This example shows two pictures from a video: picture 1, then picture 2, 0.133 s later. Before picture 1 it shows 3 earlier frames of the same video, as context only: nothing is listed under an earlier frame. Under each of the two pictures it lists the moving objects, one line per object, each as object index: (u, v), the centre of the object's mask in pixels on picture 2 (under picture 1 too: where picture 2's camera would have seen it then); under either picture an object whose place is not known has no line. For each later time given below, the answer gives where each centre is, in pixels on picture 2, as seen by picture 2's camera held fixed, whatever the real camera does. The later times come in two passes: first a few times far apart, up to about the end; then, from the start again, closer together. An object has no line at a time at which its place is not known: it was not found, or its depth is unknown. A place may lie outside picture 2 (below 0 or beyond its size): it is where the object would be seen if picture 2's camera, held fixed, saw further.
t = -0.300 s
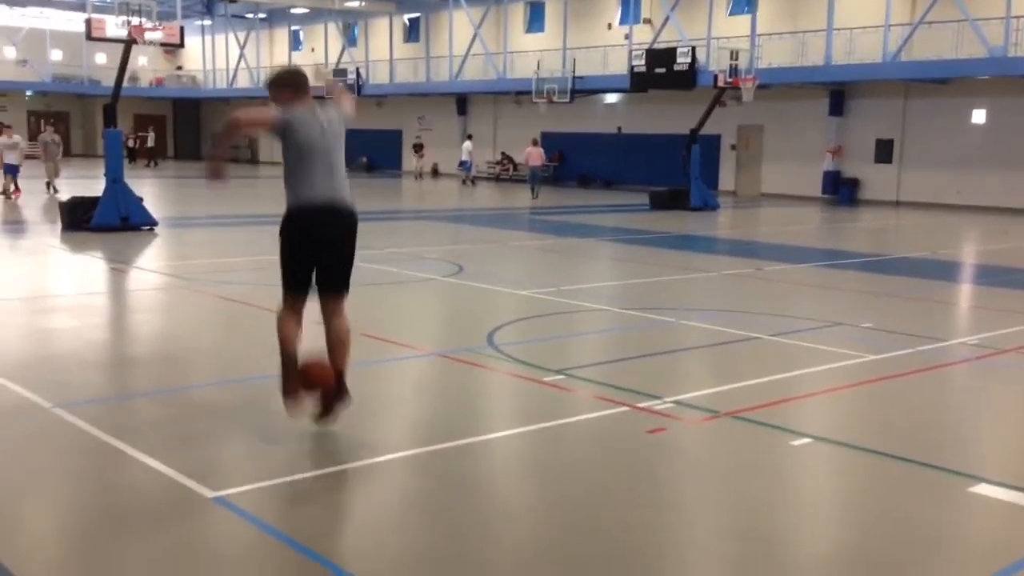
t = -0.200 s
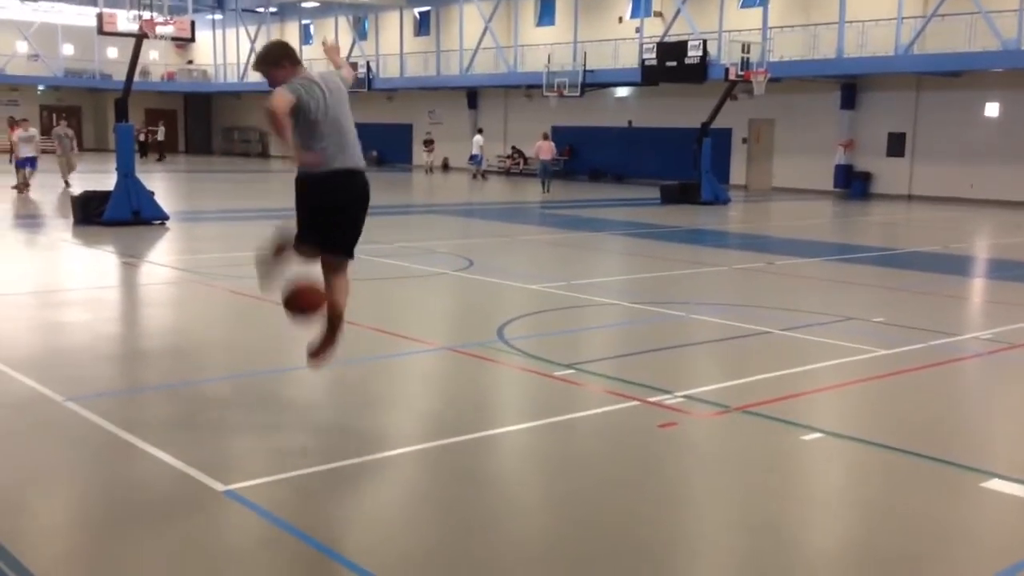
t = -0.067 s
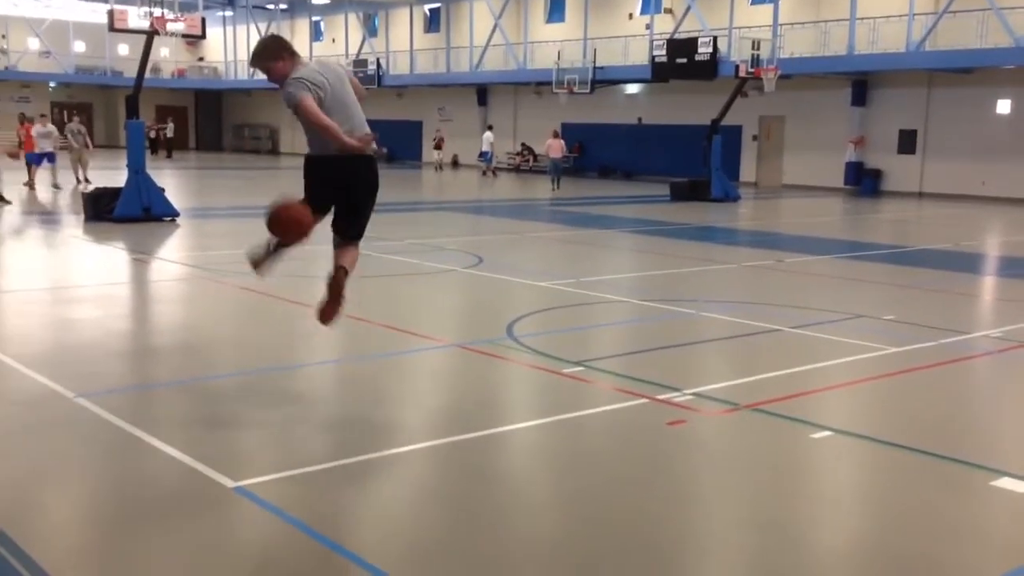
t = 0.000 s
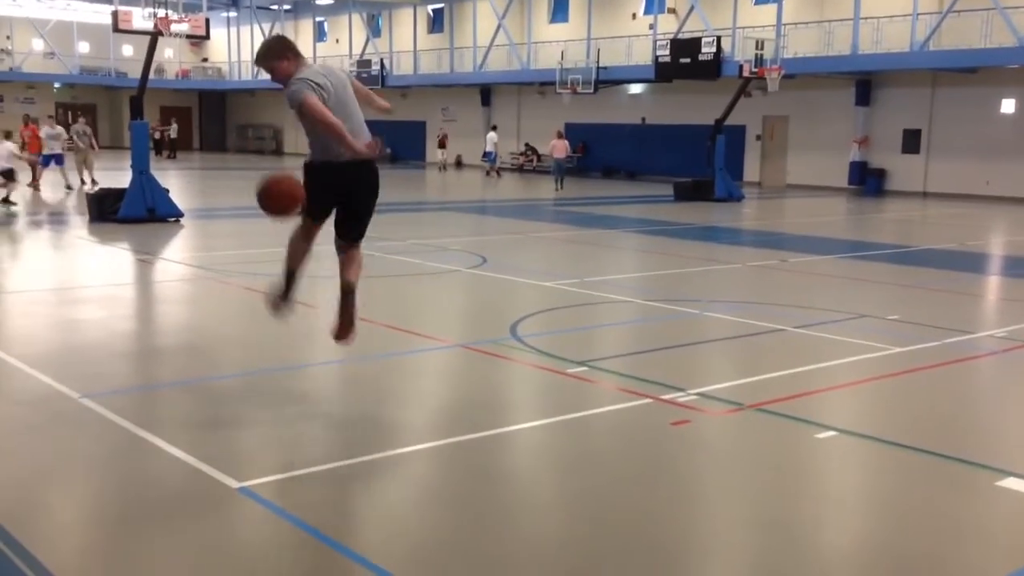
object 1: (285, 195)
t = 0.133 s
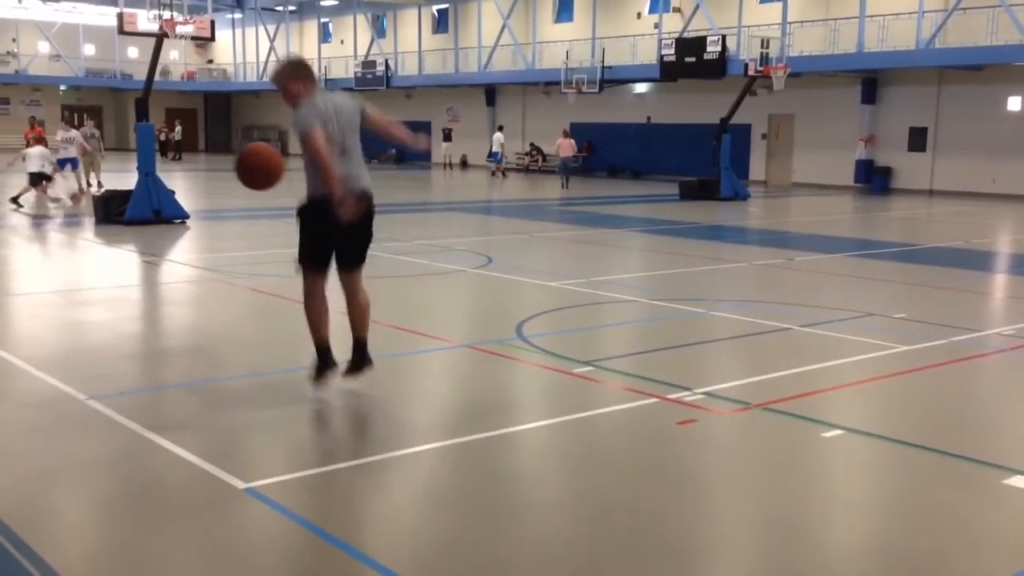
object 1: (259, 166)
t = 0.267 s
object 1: (233, 169)
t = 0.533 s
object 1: (180, 288)
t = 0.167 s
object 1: (253, 164)
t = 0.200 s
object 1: (246, 163)
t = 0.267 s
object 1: (233, 169)
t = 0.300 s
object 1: (227, 176)
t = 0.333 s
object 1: (220, 186)
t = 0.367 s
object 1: (214, 197)
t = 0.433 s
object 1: (202, 224)
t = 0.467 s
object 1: (195, 242)
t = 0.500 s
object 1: (188, 264)
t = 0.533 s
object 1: (180, 288)
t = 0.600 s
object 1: (168, 337)
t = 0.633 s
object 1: (161, 367)
